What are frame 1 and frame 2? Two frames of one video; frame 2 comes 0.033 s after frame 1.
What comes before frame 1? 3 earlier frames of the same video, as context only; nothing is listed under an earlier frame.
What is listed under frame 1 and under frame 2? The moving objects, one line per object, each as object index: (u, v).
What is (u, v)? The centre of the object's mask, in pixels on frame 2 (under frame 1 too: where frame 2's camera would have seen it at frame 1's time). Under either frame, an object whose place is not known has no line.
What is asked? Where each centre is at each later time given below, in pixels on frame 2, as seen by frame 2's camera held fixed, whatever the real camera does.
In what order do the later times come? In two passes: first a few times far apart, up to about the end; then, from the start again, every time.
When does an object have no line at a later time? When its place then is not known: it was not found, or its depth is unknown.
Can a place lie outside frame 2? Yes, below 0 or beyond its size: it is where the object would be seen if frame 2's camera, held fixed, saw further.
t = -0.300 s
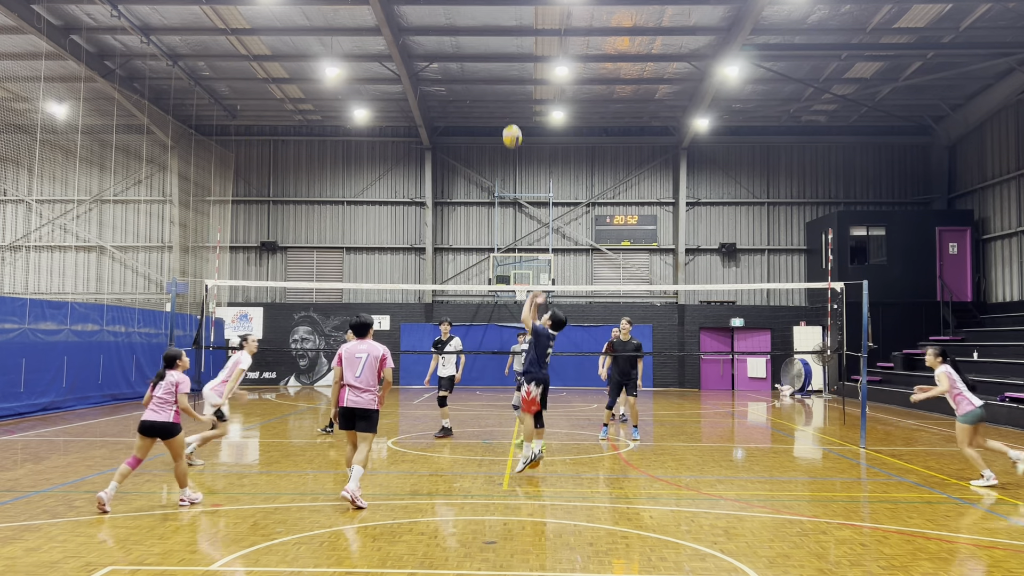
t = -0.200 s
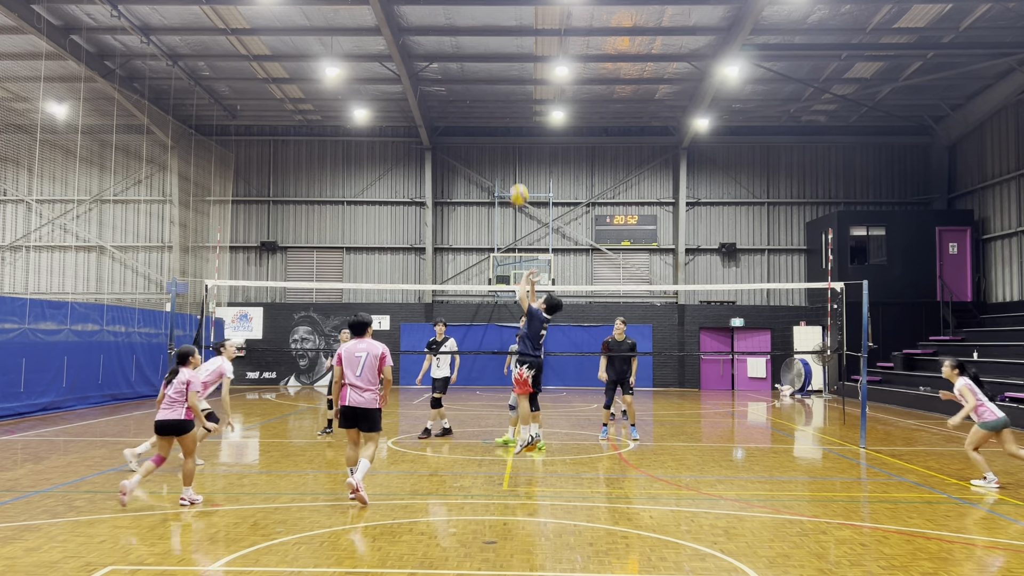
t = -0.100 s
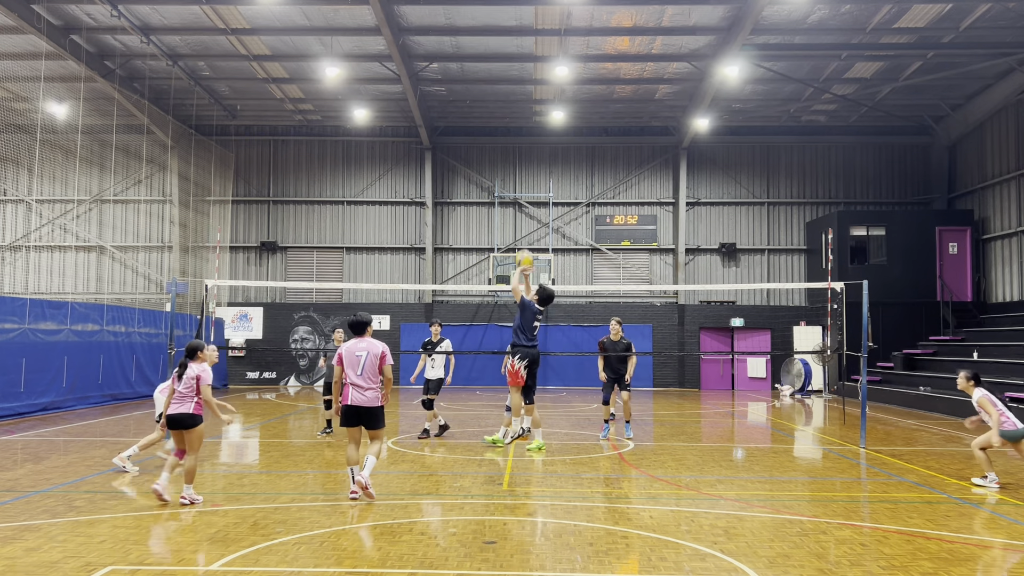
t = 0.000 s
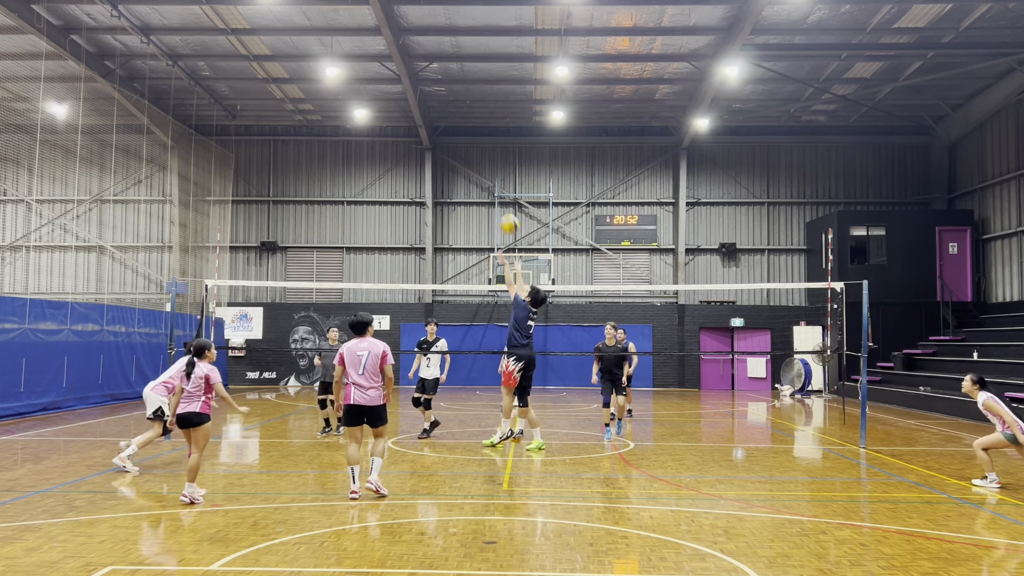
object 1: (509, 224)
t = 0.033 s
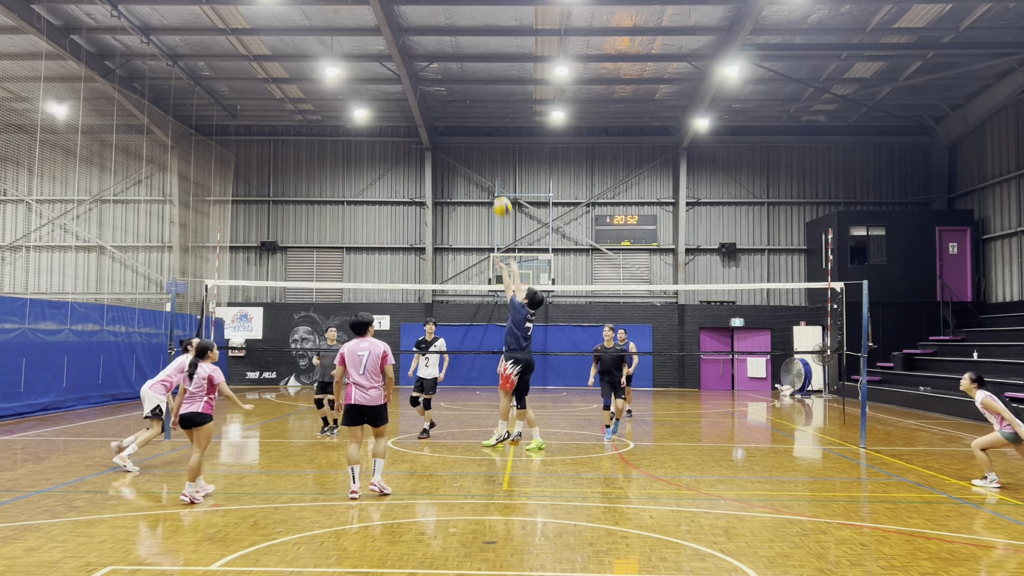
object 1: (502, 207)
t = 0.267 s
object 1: (456, 118)
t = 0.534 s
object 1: (410, 78)
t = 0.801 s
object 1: (368, 94)
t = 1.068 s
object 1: (331, 158)
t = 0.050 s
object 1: (499, 199)
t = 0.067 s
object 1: (495, 191)
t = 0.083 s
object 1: (492, 184)
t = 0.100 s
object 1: (488, 177)
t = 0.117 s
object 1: (485, 169)
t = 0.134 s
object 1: (482, 162)
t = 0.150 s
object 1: (478, 156)
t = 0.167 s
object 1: (475, 150)
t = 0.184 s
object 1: (472, 144)
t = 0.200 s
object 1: (469, 139)
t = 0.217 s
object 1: (466, 133)
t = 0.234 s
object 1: (462, 128)
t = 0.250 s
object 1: (459, 123)
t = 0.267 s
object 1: (456, 118)
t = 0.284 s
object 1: (453, 114)
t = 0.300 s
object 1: (450, 110)
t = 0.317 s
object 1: (447, 106)
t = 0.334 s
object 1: (444, 103)
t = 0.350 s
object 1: (441, 99)
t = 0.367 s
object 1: (438, 96)
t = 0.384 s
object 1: (436, 93)
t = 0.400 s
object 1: (433, 91)
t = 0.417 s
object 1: (430, 88)
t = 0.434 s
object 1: (427, 86)
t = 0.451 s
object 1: (424, 84)
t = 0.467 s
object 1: (421, 83)
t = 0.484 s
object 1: (419, 81)
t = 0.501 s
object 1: (416, 80)
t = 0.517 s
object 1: (413, 79)
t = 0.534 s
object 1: (410, 78)
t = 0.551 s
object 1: (407, 77)
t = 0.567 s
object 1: (405, 77)
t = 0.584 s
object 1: (402, 77)
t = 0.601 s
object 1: (399, 77)
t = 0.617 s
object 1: (397, 77)
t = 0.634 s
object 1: (394, 78)
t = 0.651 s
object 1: (392, 78)
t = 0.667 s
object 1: (389, 80)
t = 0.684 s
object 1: (386, 80)
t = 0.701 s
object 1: (384, 82)
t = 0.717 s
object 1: (381, 83)
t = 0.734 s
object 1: (379, 85)
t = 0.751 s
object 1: (376, 87)
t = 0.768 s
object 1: (374, 89)
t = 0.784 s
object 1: (371, 91)
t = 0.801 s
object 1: (368, 94)
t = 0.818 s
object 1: (366, 97)
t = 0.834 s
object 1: (364, 98)
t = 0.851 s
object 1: (361, 101)
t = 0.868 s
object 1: (359, 105)
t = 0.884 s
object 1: (356, 109)
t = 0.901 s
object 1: (355, 113)
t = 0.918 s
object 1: (350, 116)
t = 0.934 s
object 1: (349, 120)
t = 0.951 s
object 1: (347, 124)
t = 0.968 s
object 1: (344, 128)
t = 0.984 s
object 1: (342, 133)
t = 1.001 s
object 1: (340, 138)
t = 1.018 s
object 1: (337, 143)
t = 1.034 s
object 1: (335, 148)
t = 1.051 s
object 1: (333, 153)
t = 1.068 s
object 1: (331, 158)
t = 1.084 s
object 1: (328, 163)
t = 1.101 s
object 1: (326, 169)
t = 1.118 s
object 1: (324, 175)
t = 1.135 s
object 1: (322, 181)
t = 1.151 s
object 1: (320, 187)
